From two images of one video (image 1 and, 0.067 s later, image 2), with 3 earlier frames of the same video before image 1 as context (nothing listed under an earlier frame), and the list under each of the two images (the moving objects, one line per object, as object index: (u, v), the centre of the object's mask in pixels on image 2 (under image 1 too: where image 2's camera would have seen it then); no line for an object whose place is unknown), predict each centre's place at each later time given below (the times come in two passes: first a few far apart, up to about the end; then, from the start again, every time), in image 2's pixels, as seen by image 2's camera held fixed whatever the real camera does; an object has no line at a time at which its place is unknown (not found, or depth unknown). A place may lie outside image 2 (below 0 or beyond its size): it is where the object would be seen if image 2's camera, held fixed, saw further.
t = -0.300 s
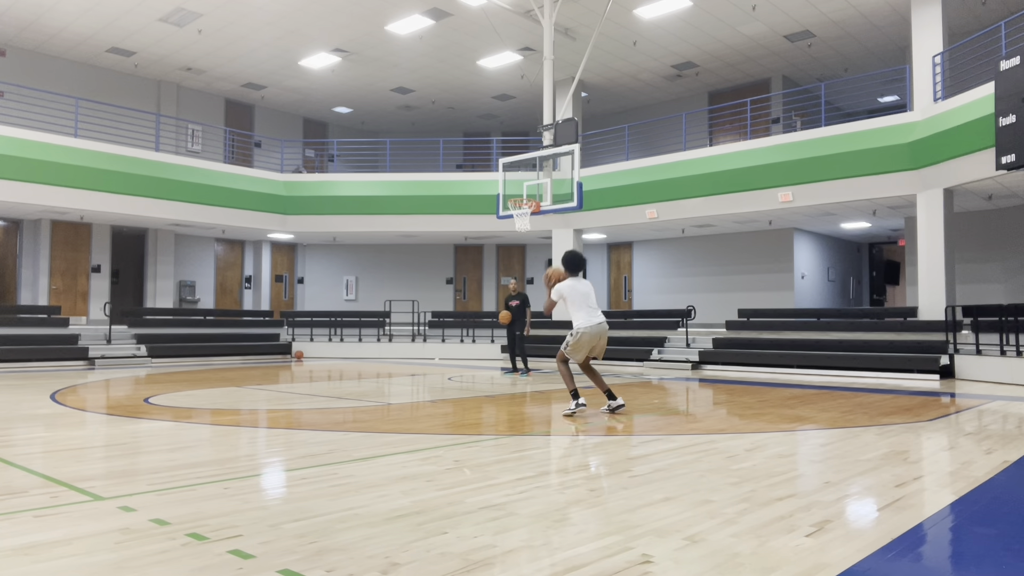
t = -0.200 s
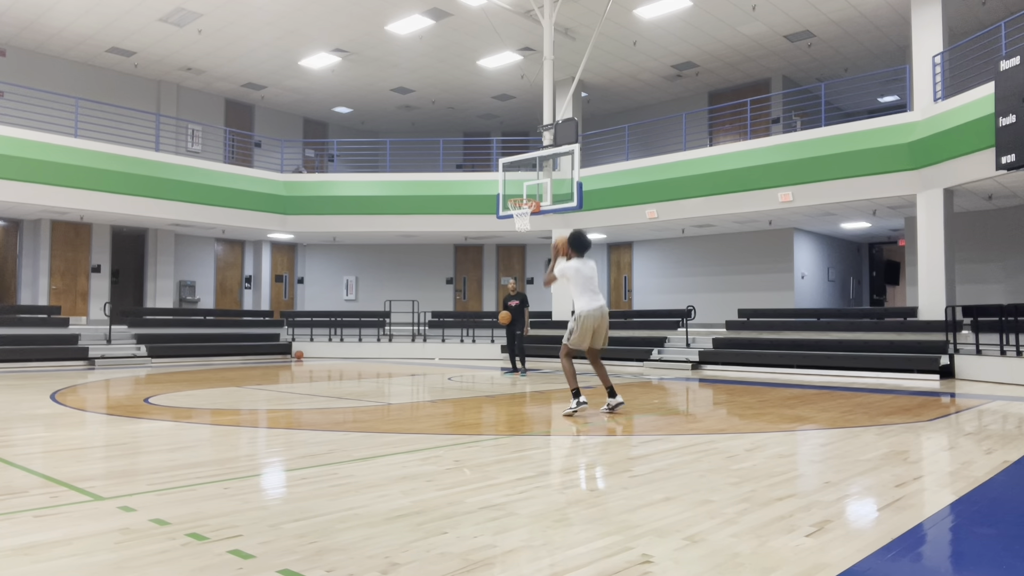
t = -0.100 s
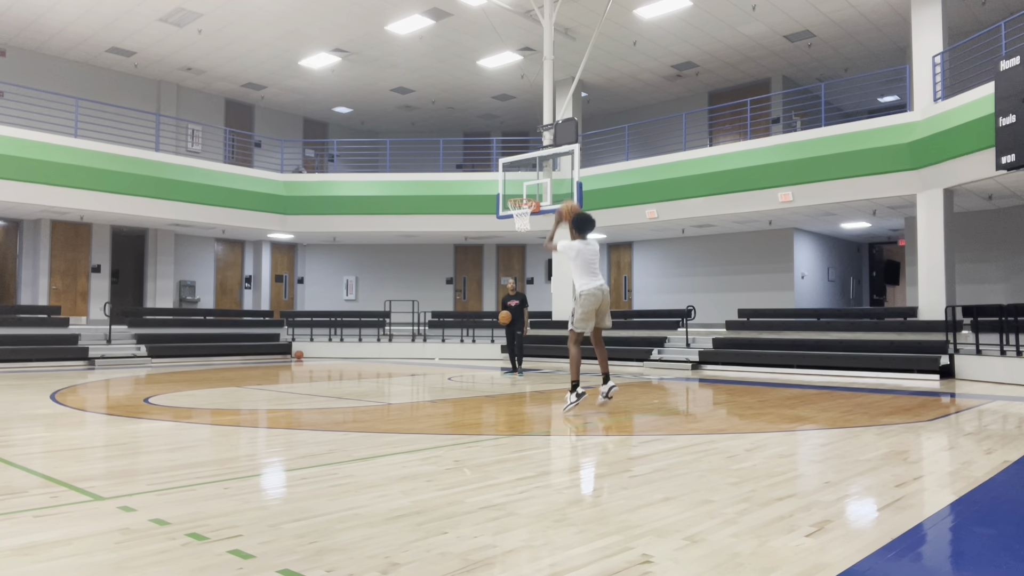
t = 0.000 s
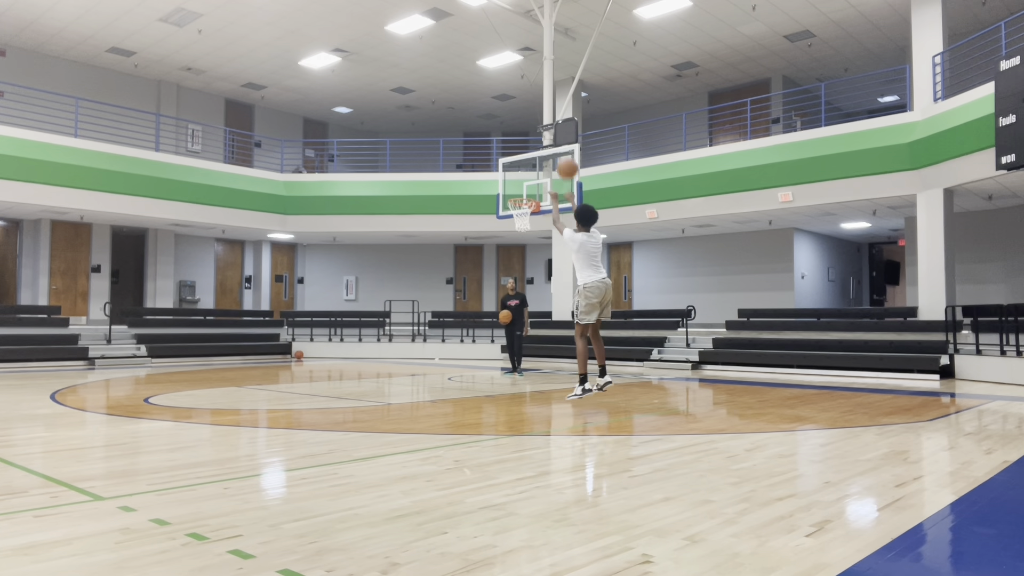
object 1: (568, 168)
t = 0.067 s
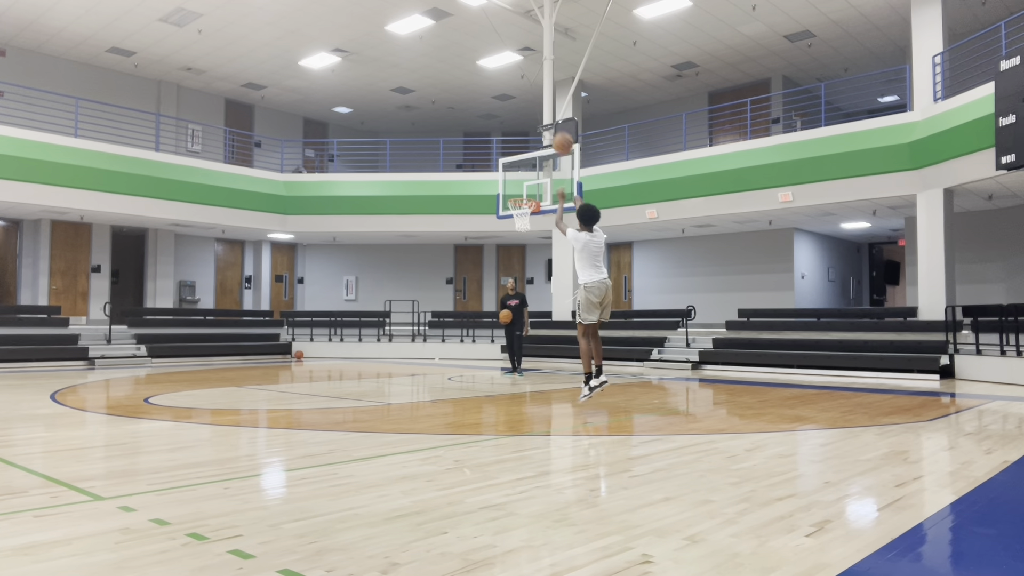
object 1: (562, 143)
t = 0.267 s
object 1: (550, 100)
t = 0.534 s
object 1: (538, 95)
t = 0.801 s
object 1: (529, 132)
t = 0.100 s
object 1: (561, 134)
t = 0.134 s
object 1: (559, 125)
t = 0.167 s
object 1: (557, 117)
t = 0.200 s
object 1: (554, 110)
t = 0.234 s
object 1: (552, 105)
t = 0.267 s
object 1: (550, 100)
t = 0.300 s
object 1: (549, 96)
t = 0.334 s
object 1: (547, 94)
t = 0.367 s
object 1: (546, 92)
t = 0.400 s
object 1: (544, 91)
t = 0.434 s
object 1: (542, 91)
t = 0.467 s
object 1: (541, 91)
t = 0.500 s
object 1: (540, 93)
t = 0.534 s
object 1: (538, 95)
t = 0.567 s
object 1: (537, 98)
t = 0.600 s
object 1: (536, 101)
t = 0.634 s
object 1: (535, 105)
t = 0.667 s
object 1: (533, 109)
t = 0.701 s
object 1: (532, 114)
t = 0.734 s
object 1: (531, 120)
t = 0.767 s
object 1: (530, 126)
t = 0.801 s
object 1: (529, 132)
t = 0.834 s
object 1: (528, 140)
